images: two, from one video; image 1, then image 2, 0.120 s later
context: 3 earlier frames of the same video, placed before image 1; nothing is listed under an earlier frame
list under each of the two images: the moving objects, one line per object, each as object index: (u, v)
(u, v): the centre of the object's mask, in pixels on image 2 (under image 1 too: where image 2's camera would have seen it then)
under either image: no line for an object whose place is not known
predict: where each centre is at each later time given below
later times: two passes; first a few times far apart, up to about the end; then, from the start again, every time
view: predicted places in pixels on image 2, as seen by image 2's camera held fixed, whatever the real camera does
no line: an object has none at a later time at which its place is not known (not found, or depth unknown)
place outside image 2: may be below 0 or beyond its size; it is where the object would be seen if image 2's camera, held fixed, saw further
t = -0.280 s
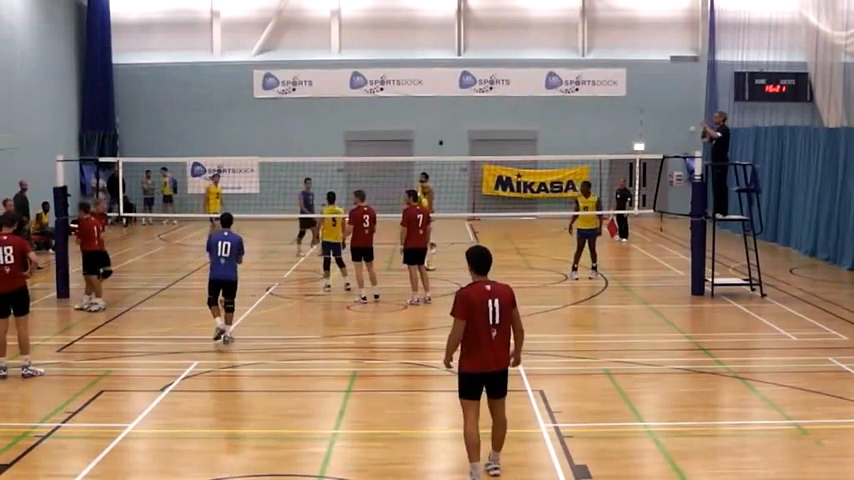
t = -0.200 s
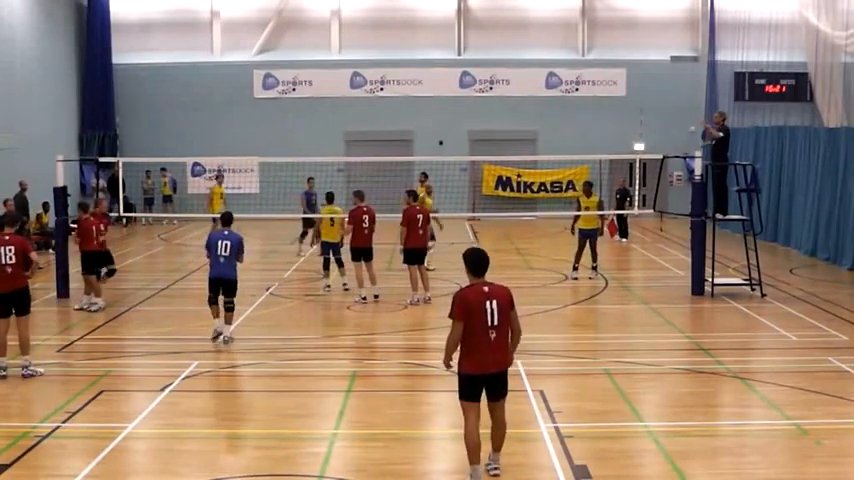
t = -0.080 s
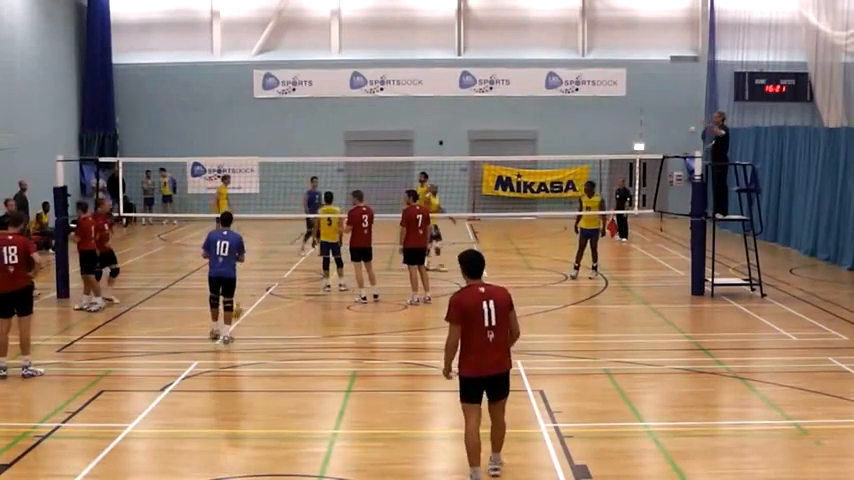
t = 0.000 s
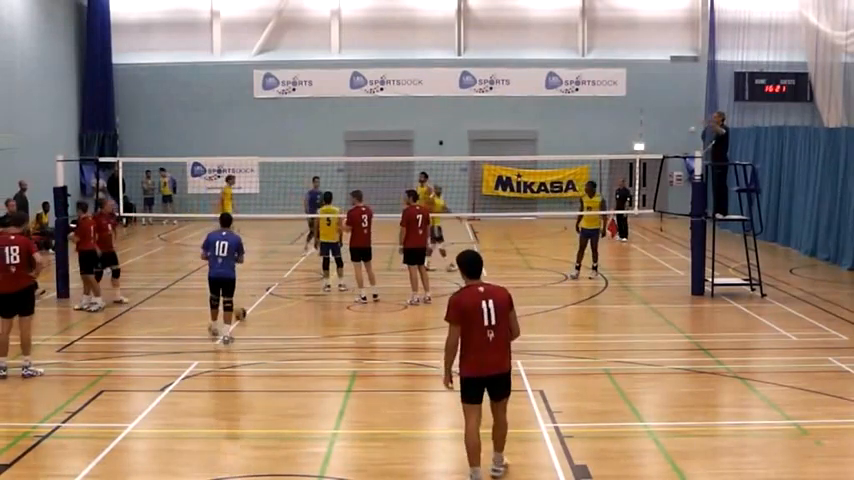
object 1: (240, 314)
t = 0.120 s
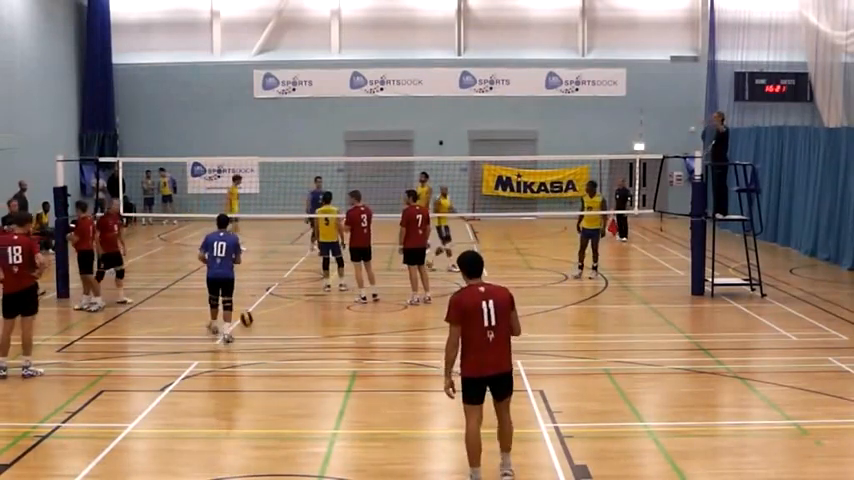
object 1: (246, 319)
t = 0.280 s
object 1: (255, 326)
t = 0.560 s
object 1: (273, 339)
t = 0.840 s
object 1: (294, 355)
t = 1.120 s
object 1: (318, 370)
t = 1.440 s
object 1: (348, 390)
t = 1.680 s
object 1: (377, 410)
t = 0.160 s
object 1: (248, 321)
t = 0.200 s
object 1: (251, 323)
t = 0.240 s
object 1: (253, 324)
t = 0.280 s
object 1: (255, 326)
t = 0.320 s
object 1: (258, 328)
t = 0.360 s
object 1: (260, 331)
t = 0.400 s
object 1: (263, 332)
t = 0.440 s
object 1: (266, 333)
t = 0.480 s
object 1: (268, 336)
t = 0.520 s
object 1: (271, 338)
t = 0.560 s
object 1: (273, 339)
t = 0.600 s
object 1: (276, 341)
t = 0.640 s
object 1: (279, 344)
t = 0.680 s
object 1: (282, 345)
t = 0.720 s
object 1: (284, 347)
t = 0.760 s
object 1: (288, 349)
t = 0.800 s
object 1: (291, 351)
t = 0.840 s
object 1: (294, 355)
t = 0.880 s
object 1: (296, 356)
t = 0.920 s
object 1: (300, 358)
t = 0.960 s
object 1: (304, 361)
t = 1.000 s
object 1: (307, 365)
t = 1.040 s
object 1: (310, 366)
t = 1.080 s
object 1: (314, 368)
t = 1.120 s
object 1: (318, 370)
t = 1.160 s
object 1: (321, 373)
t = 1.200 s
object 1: (325, 376)
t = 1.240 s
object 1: (328, 378)
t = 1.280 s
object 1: (333, 380)
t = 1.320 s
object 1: (336, 383)
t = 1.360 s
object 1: (340, 387)
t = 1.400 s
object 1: (344, 388)
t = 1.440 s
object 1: (348, 390)
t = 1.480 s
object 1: (355, 395)
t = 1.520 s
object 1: (358, 397)
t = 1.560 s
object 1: (361, 401)
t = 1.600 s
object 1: (365, 403)
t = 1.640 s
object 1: (370, 406)
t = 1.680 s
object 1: (377, 410)
